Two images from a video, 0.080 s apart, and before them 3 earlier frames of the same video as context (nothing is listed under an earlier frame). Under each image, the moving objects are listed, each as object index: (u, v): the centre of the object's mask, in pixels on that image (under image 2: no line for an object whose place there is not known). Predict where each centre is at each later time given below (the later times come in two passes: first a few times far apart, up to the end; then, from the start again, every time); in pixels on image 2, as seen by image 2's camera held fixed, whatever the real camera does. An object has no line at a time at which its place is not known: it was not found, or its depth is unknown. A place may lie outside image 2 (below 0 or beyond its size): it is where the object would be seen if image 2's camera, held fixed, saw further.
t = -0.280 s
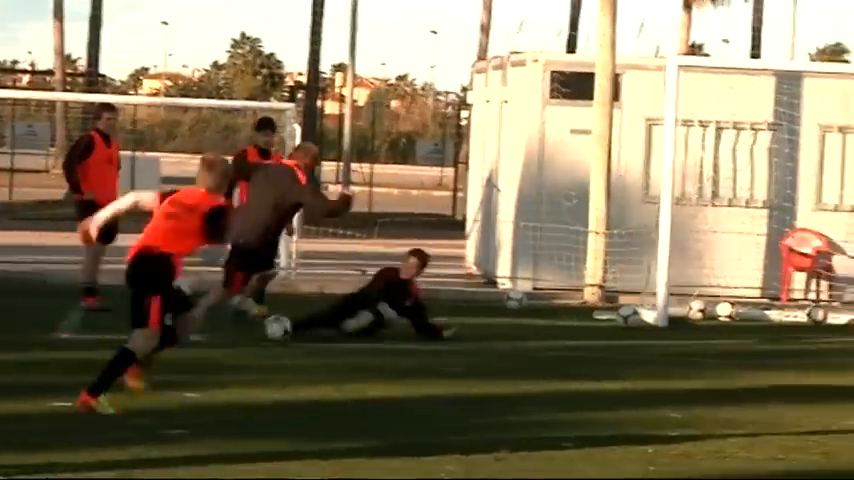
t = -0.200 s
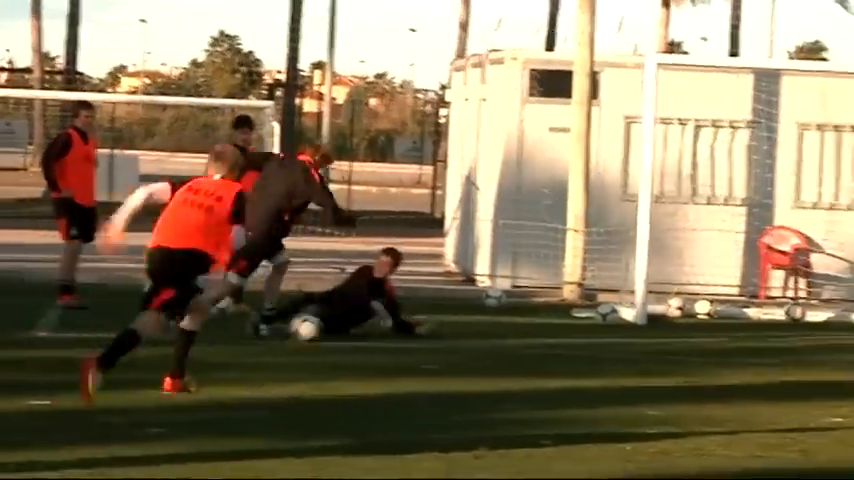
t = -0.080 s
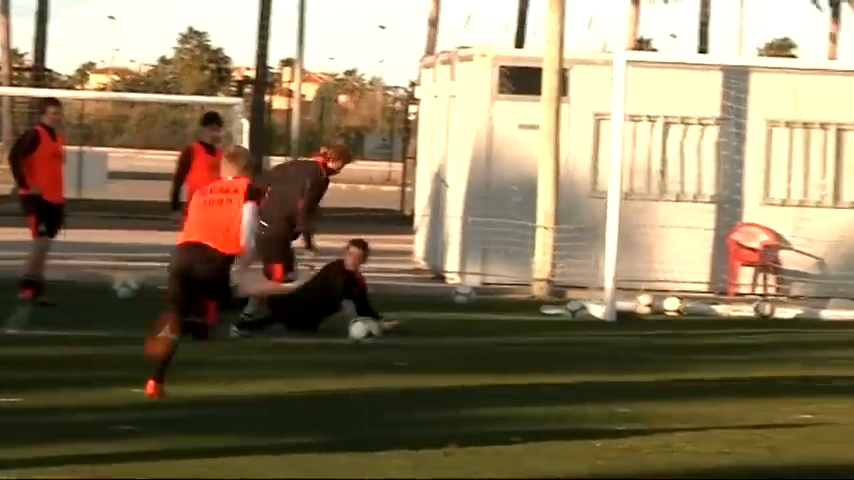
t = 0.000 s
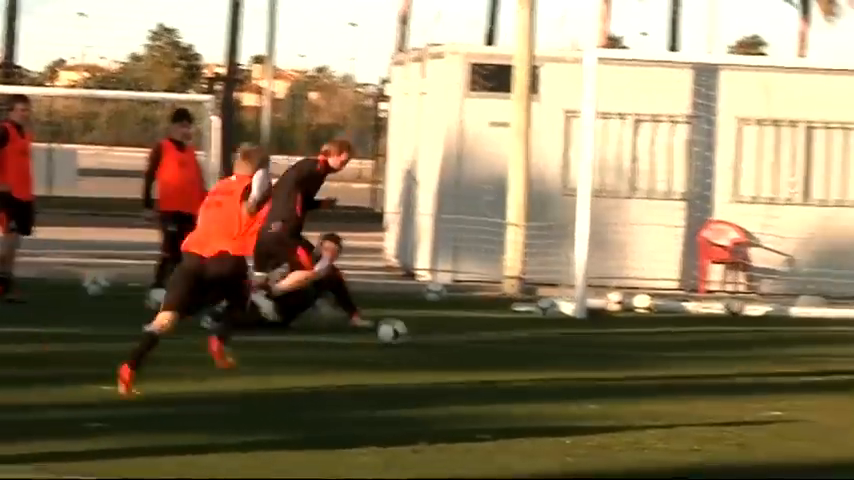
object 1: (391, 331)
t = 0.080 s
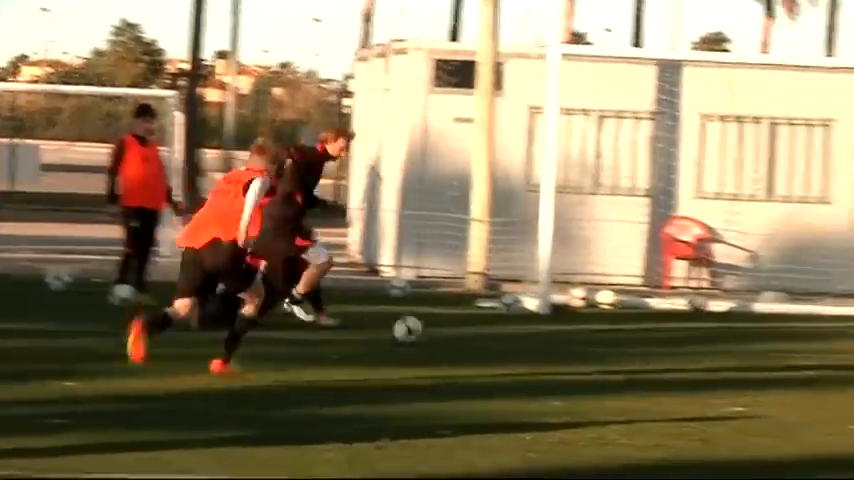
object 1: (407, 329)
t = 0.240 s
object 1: (506, 335)
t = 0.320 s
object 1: (555, 339)
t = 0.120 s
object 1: (434, 333)
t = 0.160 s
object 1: (458, 334)
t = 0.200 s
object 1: (483, 334)
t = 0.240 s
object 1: (506, 335)
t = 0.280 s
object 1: (531, 339)
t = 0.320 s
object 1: (555, 339)
